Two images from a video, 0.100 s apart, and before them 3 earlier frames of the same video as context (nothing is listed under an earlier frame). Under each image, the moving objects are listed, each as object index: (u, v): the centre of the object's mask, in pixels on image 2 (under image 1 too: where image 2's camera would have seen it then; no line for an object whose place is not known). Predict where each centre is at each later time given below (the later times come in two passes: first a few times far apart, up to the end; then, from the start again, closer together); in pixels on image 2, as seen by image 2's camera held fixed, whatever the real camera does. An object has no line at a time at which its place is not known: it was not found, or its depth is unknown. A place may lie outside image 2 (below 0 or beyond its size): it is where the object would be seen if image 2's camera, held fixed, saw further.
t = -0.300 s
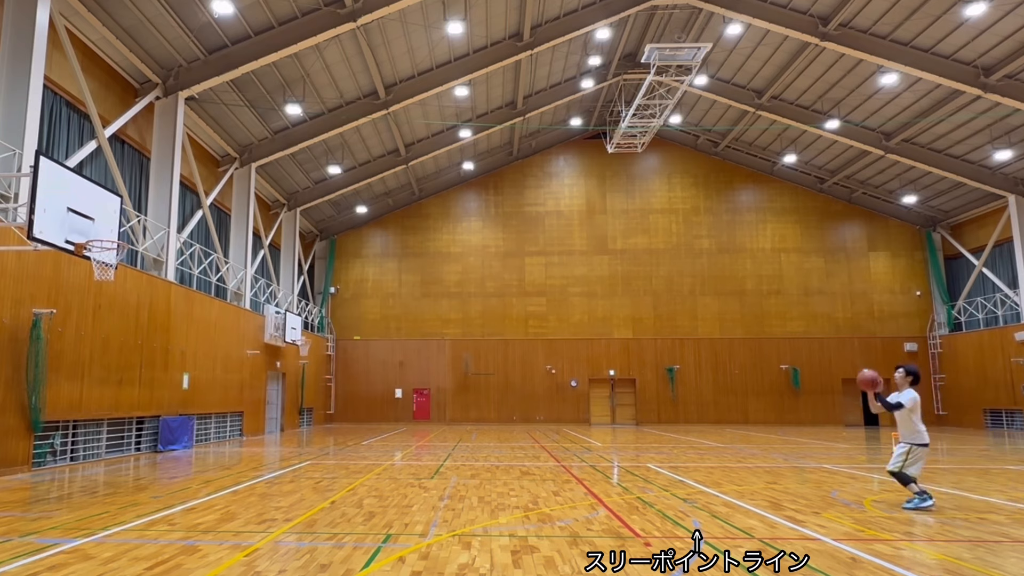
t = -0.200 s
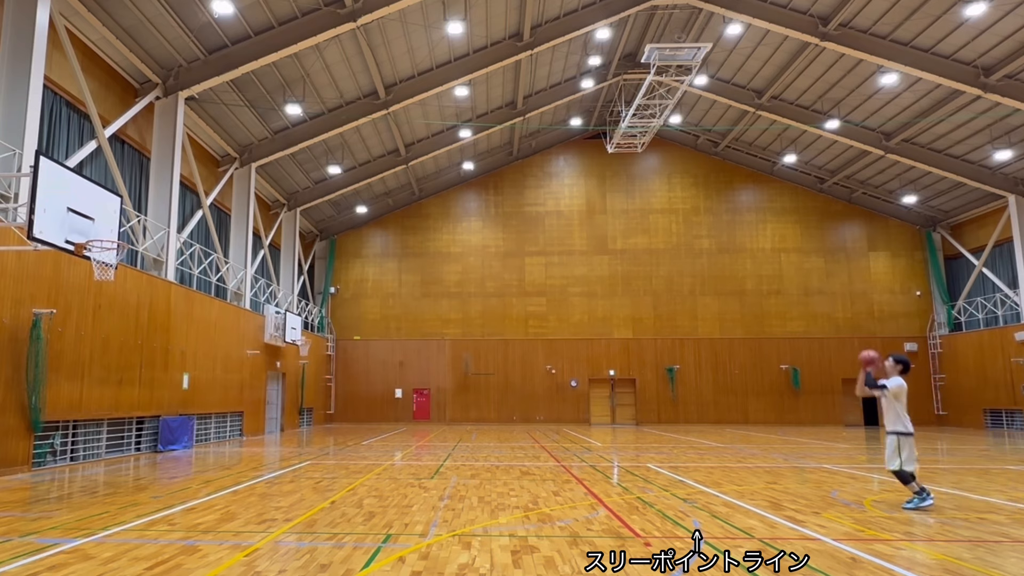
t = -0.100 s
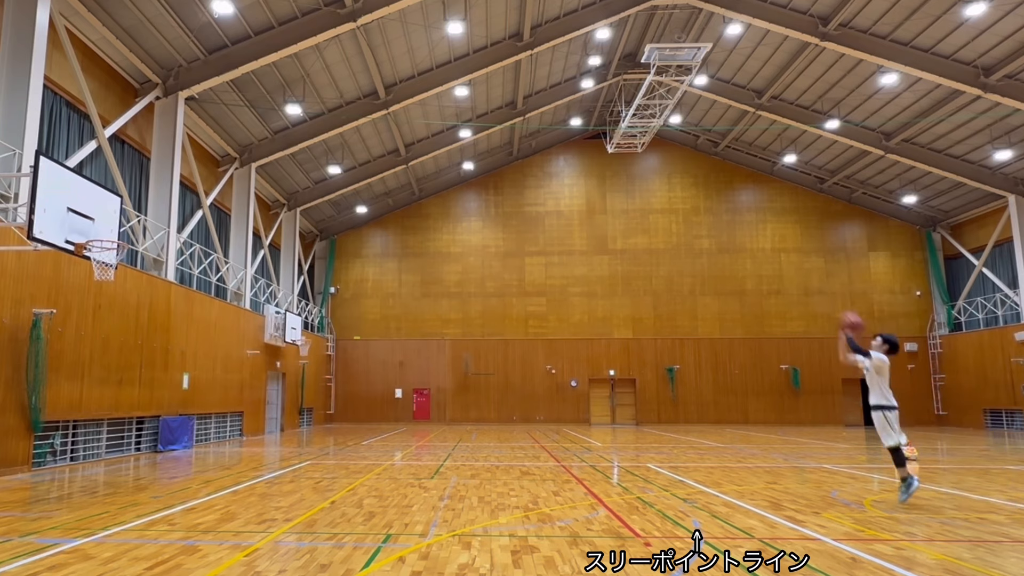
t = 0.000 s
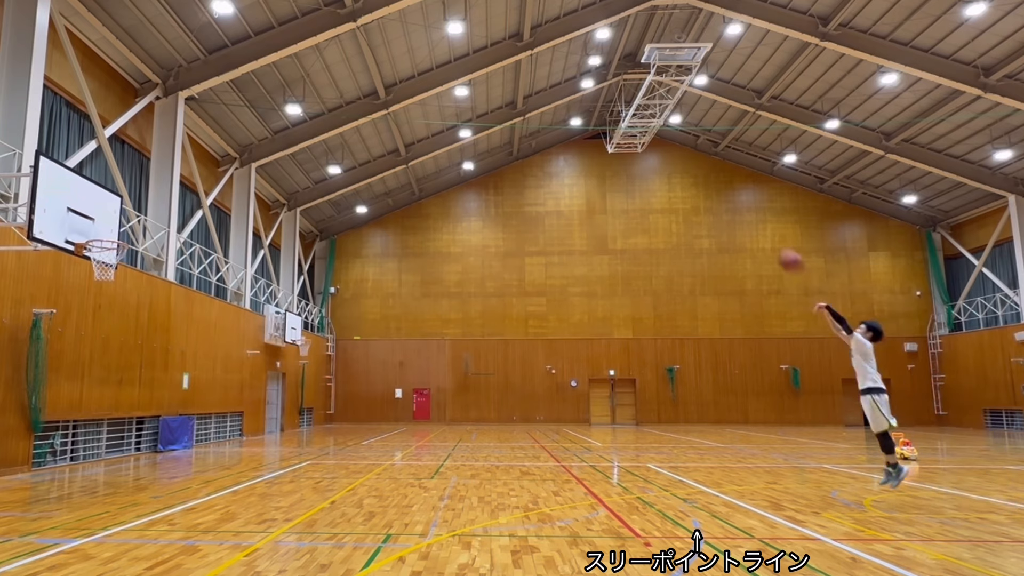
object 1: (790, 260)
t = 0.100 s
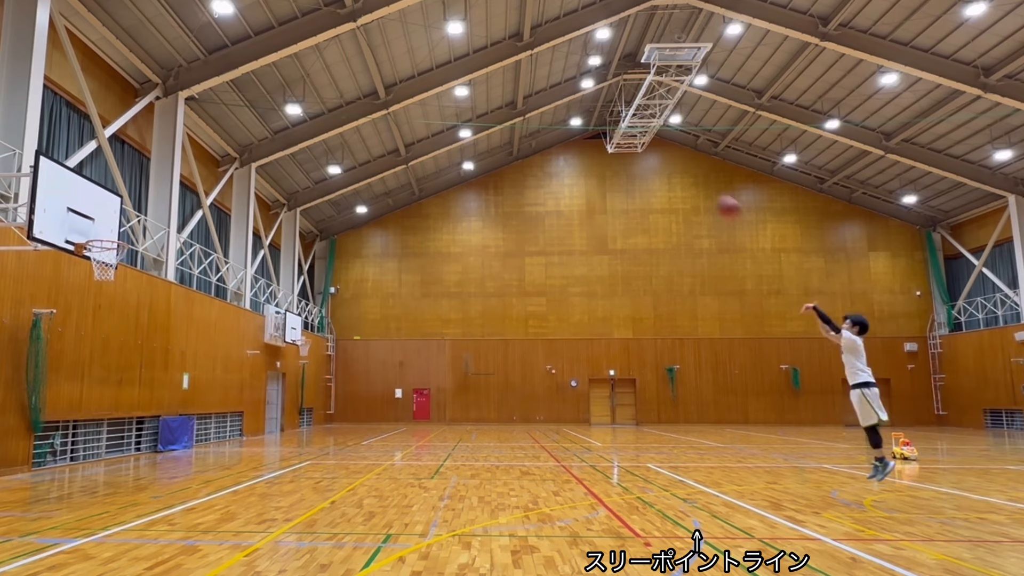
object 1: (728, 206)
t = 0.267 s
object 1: (631, 141)
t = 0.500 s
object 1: (508, 87)
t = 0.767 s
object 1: (377, 80)
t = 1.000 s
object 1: (268, 114)
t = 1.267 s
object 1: (142, 198)
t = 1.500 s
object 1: (124, 266)
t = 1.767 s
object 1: (157, 285)
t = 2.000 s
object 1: (183, 347)
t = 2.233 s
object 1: (209, 457)
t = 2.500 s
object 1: (223, 412)
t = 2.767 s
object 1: (229, 369)
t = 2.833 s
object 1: (231, 367)
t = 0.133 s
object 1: (708, 190)
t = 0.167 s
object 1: (688, 176)
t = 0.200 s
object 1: (668, 162)
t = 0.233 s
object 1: (650, 151)
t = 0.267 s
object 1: (631, 141)
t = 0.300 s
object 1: (612, 129)
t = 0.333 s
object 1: (595, 120)
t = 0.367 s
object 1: (577, 110)
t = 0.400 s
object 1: (560, 104)
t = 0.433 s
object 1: (541, 96)
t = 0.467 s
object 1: (525, 92)
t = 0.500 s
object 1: (508, 87)
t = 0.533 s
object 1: (491, 84)
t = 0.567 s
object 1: (475, 81)
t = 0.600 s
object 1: (458, 77)
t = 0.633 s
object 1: (442, 77)
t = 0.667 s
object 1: (424, 76)
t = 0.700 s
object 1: (408, 77)
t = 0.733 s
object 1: (393, 78)
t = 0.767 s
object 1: (377, 80)
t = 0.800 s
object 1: (362, 83)
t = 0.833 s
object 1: (346, 87)
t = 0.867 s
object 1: (330, 91)
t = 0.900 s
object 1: (314, 95)
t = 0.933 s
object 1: (299, 99)
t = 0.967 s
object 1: (282, 106)
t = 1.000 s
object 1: (268, 114)
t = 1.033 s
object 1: (251, 121)
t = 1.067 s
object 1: (237, 130)
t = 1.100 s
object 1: (221, 139)
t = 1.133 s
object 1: (205, 149)
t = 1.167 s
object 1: (190, 160)
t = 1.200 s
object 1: (173, 173)
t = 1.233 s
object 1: (159, 186)
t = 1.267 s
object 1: (142, 198)
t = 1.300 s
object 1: (128, 212)
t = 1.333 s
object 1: (112, 225)
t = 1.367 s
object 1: (95, 242)
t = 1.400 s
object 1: (103, 256)
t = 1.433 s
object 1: (112, 266)
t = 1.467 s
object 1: (119, 267)
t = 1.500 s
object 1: (124, 266)
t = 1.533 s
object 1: (128, 265)
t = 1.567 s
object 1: (132, 265)
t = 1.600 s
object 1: (137, 266)
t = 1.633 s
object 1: (141, 268)
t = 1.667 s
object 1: (145, 271)
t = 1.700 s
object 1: (149, 275)
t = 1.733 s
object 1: (153, 280)
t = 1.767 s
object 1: (157, 285)
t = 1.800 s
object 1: (161, 291)
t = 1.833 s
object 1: (165, 298)
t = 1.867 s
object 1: (168, 306)
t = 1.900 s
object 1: (172, 315)
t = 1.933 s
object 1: (176, 325)
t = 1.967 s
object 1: (180, 336)
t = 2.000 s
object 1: (183, 347)
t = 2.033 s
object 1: (188, 360)
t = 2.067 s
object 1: (191, 373)
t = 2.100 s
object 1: (195, 387)
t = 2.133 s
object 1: (199, 402)
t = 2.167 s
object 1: (203, 420)
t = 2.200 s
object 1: (205, 438)
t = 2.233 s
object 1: (209, 457)
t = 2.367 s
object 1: (217, 455)
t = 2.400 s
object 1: (219, 443)
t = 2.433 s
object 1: (220, 432)
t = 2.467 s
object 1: (221, 421)
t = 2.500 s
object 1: (223, 412)
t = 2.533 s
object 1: (224, 403)
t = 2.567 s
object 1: (225, 395)
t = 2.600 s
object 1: (225, 389)
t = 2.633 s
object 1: (226, 383)
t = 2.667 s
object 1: (227, 377)
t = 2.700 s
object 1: (228, 374)
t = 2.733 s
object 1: (228, 371)
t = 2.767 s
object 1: (229, 369)
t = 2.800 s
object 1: (230, 367)
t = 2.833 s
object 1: (231, 367)
